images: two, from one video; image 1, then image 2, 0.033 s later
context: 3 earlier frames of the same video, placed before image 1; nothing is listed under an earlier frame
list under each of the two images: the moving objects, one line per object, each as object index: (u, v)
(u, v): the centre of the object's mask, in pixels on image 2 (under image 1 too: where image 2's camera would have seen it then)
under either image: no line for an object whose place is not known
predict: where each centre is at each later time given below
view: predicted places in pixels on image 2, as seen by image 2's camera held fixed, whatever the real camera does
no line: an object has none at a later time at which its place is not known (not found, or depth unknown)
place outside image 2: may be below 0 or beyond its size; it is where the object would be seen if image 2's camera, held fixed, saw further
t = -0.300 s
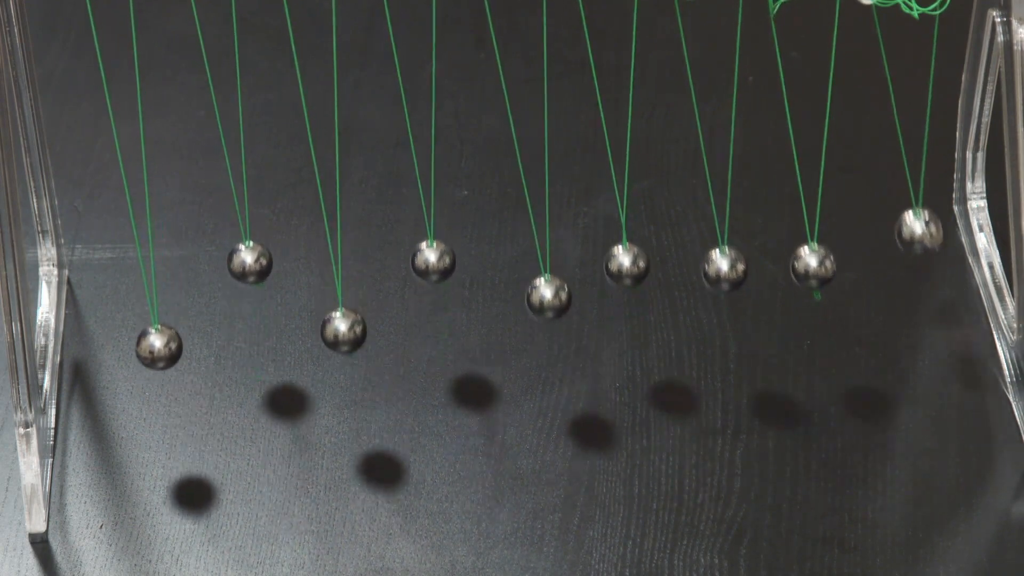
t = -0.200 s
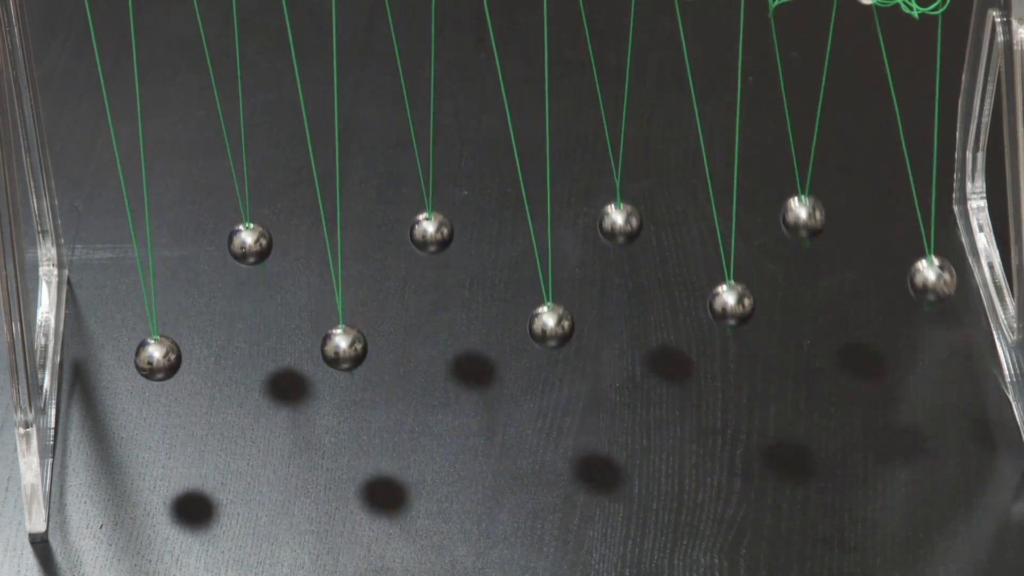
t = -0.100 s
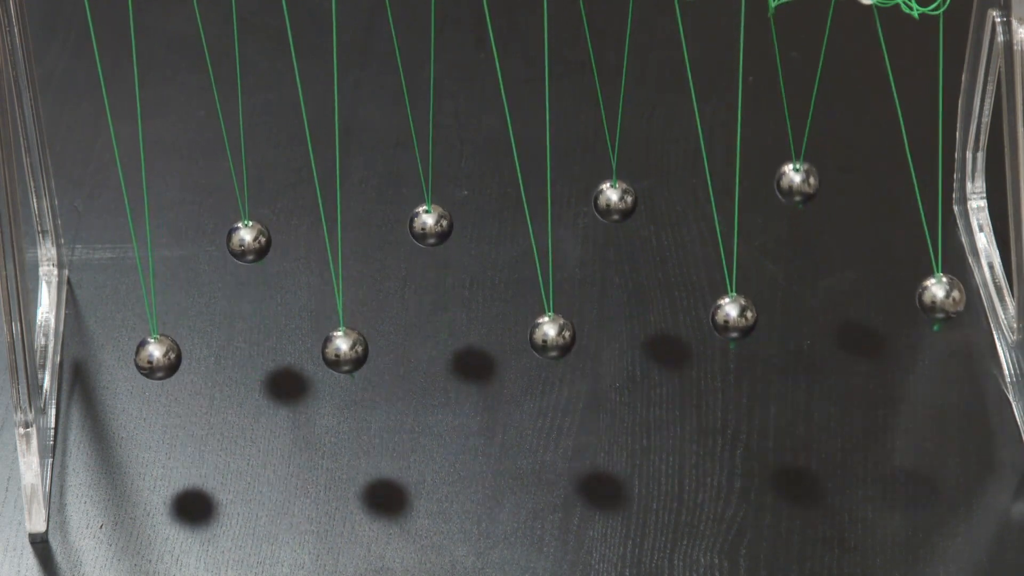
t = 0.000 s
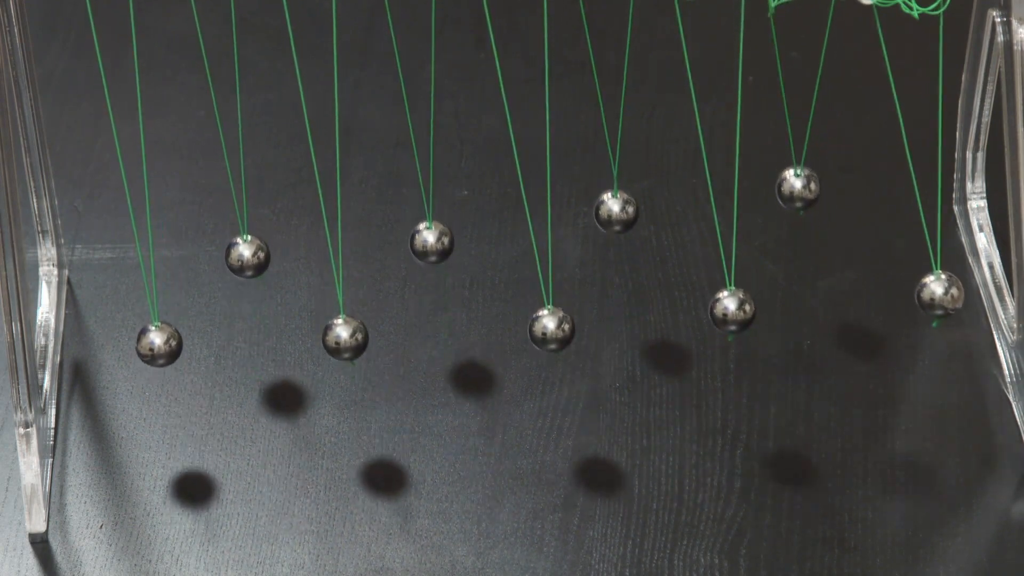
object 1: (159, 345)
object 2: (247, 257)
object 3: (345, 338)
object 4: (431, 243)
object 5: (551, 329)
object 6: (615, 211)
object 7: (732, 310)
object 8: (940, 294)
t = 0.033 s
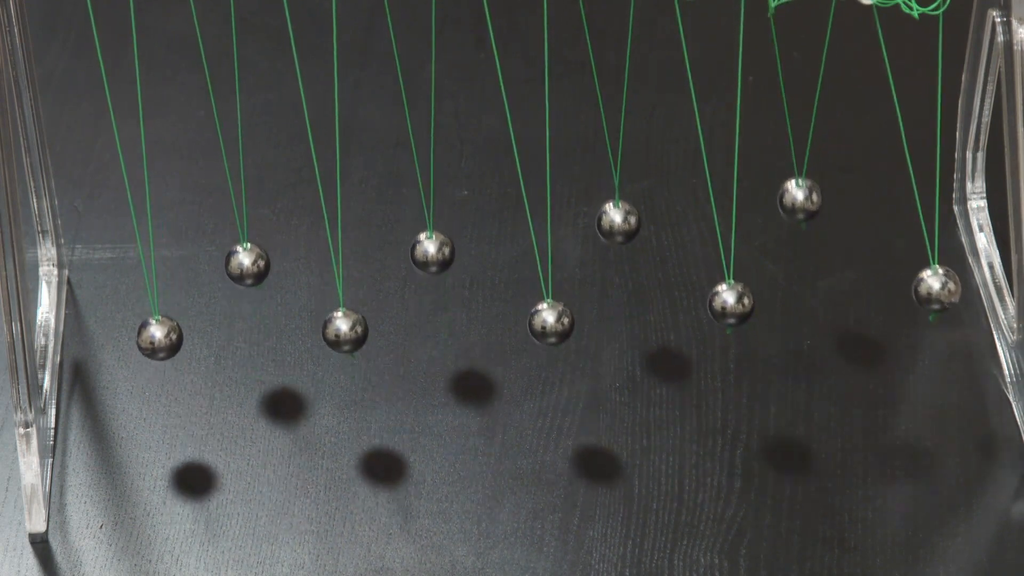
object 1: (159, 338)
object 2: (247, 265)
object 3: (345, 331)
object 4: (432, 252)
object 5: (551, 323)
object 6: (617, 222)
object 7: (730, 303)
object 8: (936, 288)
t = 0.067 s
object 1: (160, 331)
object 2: (247, 274)
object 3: (345, 322)
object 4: (433, 264)
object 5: (550, 314)
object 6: (620, 234)
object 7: (729, 294)
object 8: (933, 280)
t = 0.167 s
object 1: (162, 304)
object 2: (248, 304)
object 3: (343, 291)
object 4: (435, 301)
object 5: (547, 279)
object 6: (628, 278)
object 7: (722, 252)
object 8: (918, 234)
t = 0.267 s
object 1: (163, 277)
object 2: (248, 331)
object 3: (343, 259)
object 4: (436, 330)
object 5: (543, 240)
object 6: (632, 312)
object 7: (714, 208)
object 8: (908, 181)
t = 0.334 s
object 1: (164, 262)
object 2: (248, 344)
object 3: (342, 243)
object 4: (437, 341)
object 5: (541, 220)
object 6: (633, 324)
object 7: (711, 191)
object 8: (906, 161)
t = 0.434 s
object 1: (164, 251)
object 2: (247, 352)
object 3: (343, 235)
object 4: (437, 343)
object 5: (540, 213)
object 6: (632, 325)
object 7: (712, 195)
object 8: (908, 178)
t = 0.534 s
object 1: (164, 254)
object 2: (246, 347)
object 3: (344, 248)
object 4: (436, 330)
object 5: (542, 234)
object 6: (631, 308)
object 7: (718, 234)
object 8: (919, 232)
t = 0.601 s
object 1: (163, 264)
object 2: (246, 336)
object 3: (344, 267)
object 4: (436, 313)
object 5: (545, 259)
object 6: (628, 285)
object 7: (724, 267)
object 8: (928, 267)
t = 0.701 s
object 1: (162, 288)
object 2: (247, 312)
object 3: (344, 300)
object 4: (434, 278)
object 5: (548, 298)
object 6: (623, 243)
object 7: (731, 302)
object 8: (939, 293)
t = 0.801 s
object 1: (161, 316)
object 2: (249, 282)
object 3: (344, 330)
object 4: (432, 244)
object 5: (551, 326)
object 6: (616, 209)
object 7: (733, 316)
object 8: (941, 296)
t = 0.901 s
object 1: (160, 340)
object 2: (250, 255)
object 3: (344, 348)
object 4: (430, 227)
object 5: (552, 336)
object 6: (614, 203)
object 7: (732, 311)
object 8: (932, 278)
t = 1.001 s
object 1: (158, 355)
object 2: (249, 242)
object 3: (345, 351)
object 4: (431, 233)
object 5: (551, 328)
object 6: (618, 228)
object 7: (727, 284)
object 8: (918, 233)
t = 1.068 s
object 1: (158, 359)
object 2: (249, 242)
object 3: (345, 344)
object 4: (432, 249)
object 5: (550, 313)
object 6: (624, 256)
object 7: (722, 255)
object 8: (911, 196)
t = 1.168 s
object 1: (158, 355)
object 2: (247, 257)
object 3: (344, 323)
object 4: (434, 284)
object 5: (546, 277)
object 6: (631, 297)
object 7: (714, 211)
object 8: (906, 162)
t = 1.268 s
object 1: (159, 339)
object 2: (247, 284)
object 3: (343, 292)
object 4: (436, 318)
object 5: (543, 239)
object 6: (632, 321)
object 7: (711, 189)
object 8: (908, 180)
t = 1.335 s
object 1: (161, 323)
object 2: (248, 304)
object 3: (343, 270)
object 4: (436, 333)
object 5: (541, 220)
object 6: (632, 327)
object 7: (712, 195)
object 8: (915, 214)
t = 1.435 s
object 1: (162, 296)
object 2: (248, 331)
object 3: (342, 244)
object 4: (436, 344)
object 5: (540, 214)
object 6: (631, 319)
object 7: (718, 231)
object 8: (928, 268)
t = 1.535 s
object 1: (163, 271)
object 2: (248, 348)
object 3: (343, 236)
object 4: (436, 338)
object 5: (542, 236)
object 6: (629, 292)
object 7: (726, 277)
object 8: (939, 293)
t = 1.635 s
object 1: (164, 254)
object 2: (246, 352)
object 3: (343, 248)
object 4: (436, 316)
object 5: (546, 275)
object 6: (624, 250)
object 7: (731, 308)
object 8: (941, 296)
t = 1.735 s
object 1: (164, 251)
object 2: (245, 342)
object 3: (344, 277)
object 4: (434, 283)
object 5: (549, 311)
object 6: (617, 213)
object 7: (733, 316)
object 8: (932, 277)
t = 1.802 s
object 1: (164, 258)
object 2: (246, 329)
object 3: (343, 299)
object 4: (433, 259)
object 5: (551, 327)
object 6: (614, 203)
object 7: (732, 311)
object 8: (922, 250)
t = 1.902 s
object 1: (163, 278)
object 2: (248, 302)
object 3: (344, 329)
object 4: (431, 232)
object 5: (552, 336)
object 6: (616, 213)
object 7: (727, 286)
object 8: (911, 195)
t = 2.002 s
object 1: (162, 306)
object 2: (250, 272)
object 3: (344, 347)
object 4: (430, 227)
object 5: (551, 327)
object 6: (623, 250)
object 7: (720, 243)
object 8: (906, 163)
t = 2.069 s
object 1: (161, 324)
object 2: (250, 256)
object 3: (344, 351)
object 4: (431, 237)
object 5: (550, 311)
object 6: (628, 278)
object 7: (715, 213)
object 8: (907, 170)
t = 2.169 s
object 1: (159, 346)
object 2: (249, 242)
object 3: (345, 344)
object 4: (433, 267)
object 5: (546, 275)
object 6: (632, 311)
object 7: (711, 190)
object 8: (915, 216)
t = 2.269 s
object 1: (158, 357)
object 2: (248, 246)
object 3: (344, 324)
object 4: (435, 303)
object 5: (543, 237)
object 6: (632, 326)
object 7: (713, 203)
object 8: (929, 269)
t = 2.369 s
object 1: (158, 357)
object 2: (247, 265)
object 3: (343, 293)
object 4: (436, 331)
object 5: (540, 215)
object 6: (631, 321)
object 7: (720, 245)
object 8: (939, 293)
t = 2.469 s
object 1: (159, 345)
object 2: (248, 294)
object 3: (342, 261)
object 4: (436, 343)
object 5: (541, 220)
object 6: (629, 297)
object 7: (728, 288)
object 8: (941, 295)
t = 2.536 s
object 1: (160, 332)
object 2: (248, 314)
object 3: (342, 245)
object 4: (436, 343)
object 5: (542, 238)
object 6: (627, 272)
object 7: (731, 306)
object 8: (935, 285)
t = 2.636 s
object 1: (162, 306)
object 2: (248, 337)
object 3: (343, 236)
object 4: (436, 328)
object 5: (547, 277)
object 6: (620, 230)
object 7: (733, 316)
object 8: (922, 248)
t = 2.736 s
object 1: (163, 279)
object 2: (247, 350)
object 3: (343, 248)
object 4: (435, 299)
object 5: (549, 312)
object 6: (615, 205)
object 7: (731, 306)
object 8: (911, 195)
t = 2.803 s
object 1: (164, 265)
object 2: (246, 351)
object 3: (344, 266)
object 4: (434, 275)
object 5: (551, 327)
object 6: (614, 205)
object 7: (728, 288)
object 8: (907, 169)
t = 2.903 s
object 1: (164, 252)
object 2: (246, 342)
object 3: (344, 298)
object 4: (432, 243)
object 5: (551, 335)
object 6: (619, 229)
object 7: (720, 246)
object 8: (907, 172)
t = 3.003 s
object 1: (164, 254)
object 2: (246, 321)
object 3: (344, 328)
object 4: (430, 227)
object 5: (551, 326)
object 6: (626, 271)
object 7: (713, 205)
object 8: (915, 218)
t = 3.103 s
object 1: (163, 270)
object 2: (248, 292)
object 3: (344, 347)
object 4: (431, 235)
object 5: (548, 298)
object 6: (631, 308)
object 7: (711, 191)
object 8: (929, 270)
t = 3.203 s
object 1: (162, 295)
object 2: (250, 264)
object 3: (345, 350)
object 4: (433, 263)
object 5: (545, 260)
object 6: (632, 325)
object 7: (715, 214)
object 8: (939, 294)
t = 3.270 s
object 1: (161, 314)
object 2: (250, 250)
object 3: (345, 345)
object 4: (435, 287)
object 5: (542, 236)
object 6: (632, 325)
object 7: (720, 242)
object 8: (941, 297)
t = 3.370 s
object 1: (160, 338)
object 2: (249, 242)
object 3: (345, 324)
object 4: (436, 320)
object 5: (540, 215)
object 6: (631, 311)
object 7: (727, 286)
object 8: (935, 285)
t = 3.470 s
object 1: (158, 354)
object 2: (248, 251)
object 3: (344, 294)
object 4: (437, 339)
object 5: (541, 221)
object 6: (628, 279)
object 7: (732, 311)
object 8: (922, 247)
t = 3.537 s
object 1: (158, 358)
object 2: (247, 266)
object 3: (343, 272)
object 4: (437, 343)
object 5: (543, 240)
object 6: (624, 251)
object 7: (733, 316)
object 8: (914, 211)
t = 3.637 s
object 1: (158, 355)
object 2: (248, 294)
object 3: (342, 246)
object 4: (436, 336)
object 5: (546, 279)
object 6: (617, 215)
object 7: (731, 307)
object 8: (907, 169)
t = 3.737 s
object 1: (160, 340)
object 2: (248, 322)
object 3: (343, 237)
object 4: (436, 313)
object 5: (550, 313)
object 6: (614, 204)
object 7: (726, 278)
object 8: (907, 173)
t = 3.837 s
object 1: (161, 316)
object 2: (248, 343)
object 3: (344, 248)
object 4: (434, 280)
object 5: (551, 332)
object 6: (618, 224)
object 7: (718, 234)
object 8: (916, 219)
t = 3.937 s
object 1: (162, 289)
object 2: (247, 351)
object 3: (344, 276)
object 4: (432, 247)
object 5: (551, 333)
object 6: (625, 264)
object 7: (712, 198)
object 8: (929, 271)
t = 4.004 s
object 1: (163, 273)
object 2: (246, 349)
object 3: (344, 297)
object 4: (431, 232)
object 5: (551, 325)
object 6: (630, 291)
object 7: (711, 191)
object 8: (936, 289)
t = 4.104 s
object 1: (164, 255)
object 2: (246, 336)
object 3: (343, 327)
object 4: (430, 229)
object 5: (548, 297)
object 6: (632, 318)
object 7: (714, 212)
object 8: (940, 296)
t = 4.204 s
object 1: (164, 252)
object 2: (247, 312)
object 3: (344, 346)
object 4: (432, 249)
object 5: (545, 258)
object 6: (632, 326)
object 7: (722, 255)
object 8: (934, 284)
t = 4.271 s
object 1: (164, 258)
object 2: (248, 292)
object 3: (344, 350)
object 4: (433, 271)
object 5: (542, 235)
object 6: (631, 320)
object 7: (727, 283)
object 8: (926, 261)
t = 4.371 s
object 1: (163, 277)
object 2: (250, 265)
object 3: (345, 344)
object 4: (435, 306)
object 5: (540, 215)
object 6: (629, 297)
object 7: (732, 309)
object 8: (913, 210)
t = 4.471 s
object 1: (162, 304)
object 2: (250, 246)
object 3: (345, 325)
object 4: (436, 332)
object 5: (541, 223)
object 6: (625, 257)
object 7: (733, 315)
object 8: (907, 169)
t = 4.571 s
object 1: (160, 330)
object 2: (249, 244)
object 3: (343, 295)
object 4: (437, 343)
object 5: (544, 254)
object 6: (618, 220)
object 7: (730, 301)
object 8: (907, 175)
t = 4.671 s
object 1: (159, 349)
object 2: (247, 258)
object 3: (343, 263)
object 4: (436, 338)
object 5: (548, 293)
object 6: (614, 204)
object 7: (724, 266)
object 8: (916, 222)
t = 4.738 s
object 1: (158, 356)
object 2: (247, 275)
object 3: (342, 247)
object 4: (436, 325)
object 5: (550, 315)
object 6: (615, 211)
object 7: (719, 237)
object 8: (925, 258)
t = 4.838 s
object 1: (158, 357)
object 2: (248, 304)
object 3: (343, 238)
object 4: (435, 296)
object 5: (551, 333)
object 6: (622, 244)
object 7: (712, 200)
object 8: (936, 290)
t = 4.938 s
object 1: (159, 346)
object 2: (248, 330)
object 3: (343, 248)
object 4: (433, 261)
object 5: (551, 333)
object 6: (629, 285)
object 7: (711, 195)
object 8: (940, 296)
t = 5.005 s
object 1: (160, 334)
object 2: (248, 343)
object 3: (344, 265)
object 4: (432, 242)
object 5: (550, 324)
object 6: (631, 307)
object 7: (714, 211)
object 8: (937, 290)
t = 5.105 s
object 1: (162, 308)
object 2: (247, 351)
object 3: (344, 297)
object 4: (430, 228)
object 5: (548, 295)
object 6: (632, 324)
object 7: (721, 253)
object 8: (925, 260)
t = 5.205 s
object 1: (163, 282)
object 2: (246, 346)
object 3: (344, 327)
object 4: (431, 238)
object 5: (544, 257)
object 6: (631, 322)
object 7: (729, 293)
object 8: (913, 209)
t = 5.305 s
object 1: (164, 261)
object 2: (246, 329)
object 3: (344, 345)
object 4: (433, 267)
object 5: (541, 225)
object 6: (630, 301)
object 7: (732, 313)
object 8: (907, 170)
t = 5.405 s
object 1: (164, 252)
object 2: (248, 302)
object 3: (345, 350)
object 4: (435, 302)
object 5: (540, 215)
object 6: (626, 264)
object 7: (732, 313)
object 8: (908, 177)
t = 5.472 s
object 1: (164, 254)
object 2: (249, 283)
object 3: (345, 344)
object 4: (436, 322)
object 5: (541, 225)
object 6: (621, 238)
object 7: (730, 302)
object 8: (913, 206)
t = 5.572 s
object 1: (163, 269)
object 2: (250, 257)
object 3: (345, 325)
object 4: (436, 340)
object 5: (544, 256)
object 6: (616, 209)
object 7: (724, 269)
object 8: (926, 259)
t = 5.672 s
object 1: (162, 294)
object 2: (249, 244)
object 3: (343, 296)
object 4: (436, 342)
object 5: (548, 295)
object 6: (615, 209)
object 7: (717, 225)
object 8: (936, 290)
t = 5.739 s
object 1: (161, 312)
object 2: (248, 244)
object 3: (343, 274)
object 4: (436, 334)
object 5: (550, 316)
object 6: (618, 226)
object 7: (713, 203)
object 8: (940, 295)
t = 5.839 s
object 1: (160, 336)
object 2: (247, 258)
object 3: (343, 248)
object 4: (436, 311)
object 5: (551, 332)
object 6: (626, 265)
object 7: (712, 195)
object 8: (937, 289)
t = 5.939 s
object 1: (158, 353)
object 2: (247, 285)
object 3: (343, 238)
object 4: (434, 277)
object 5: (551, 332)
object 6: (631, 302)
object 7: (716, 221)
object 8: (925, 258)
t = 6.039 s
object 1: (158, 358)
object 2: (248, 313)
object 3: (343, 248)
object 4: (432, 245)
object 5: (550, 314)
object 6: (632, 322)
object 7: (724, 265)
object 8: (913, 207)
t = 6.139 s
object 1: (158, 351)
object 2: (248, 337)
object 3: (344, 274)
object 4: (430, 229)
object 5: (547, 281)
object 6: (631, 323)
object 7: (730, 300)
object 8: (907, 170)
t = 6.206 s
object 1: (159, 341)
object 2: (248, 346)
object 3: (344, 296)
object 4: (431, 231)
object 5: (544, 255)
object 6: (631, 314)
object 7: (732, 312)
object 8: (907, 170)
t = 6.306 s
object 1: (161, 318)
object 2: (246, 350)
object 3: (344, 326)
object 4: (432, 252)
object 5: (541, 224)
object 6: (628, 284)
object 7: (732, 313)
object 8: (914, 208)
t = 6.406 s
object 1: (162, 291)
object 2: (246, 341)
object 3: (344, 345)
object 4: (434, 286)
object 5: (540, 216)
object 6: (623, 244)
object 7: (729, 294)
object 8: (926, 260)
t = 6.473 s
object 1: (163, 275)
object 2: (246, 329)
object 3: (344, 350)
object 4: (436, 309)
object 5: (541, 227)
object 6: (618, 221)
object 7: (725, 271)
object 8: (933, 283)
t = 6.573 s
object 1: (164, 257)
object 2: (248, 302)
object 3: (345, 344)
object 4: (436, 333)
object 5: (545, 259)
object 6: (615, 206)
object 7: (717, 228)
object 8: (940, 295)
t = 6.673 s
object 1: (164, 252)
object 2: (250, 274)
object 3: (345, 326)
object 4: (436, 342)
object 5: (548, 297)
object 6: (617, 221)
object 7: (712, 198)
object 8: (936, 288)
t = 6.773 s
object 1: (164, 262)
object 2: (250, 252)
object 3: (343, 296)
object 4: (436, 336)
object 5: (551, 324)
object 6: (625, 259)
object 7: (712, 200)
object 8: (924, 257)
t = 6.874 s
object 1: (163, 284)
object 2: (249, 244)
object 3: (343, 266)
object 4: (435, 314)
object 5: (551, 334)
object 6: (630, 297)
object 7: (718, 233)
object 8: (913, 206)
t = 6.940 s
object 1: (162, 302)
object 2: (248, 248)
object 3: (343, 249)
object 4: (435, 293)
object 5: (551, 331)
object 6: (632, 314)
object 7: (723, 263)
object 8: (908, 179)
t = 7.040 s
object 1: (160, 328)
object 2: (247, 267)
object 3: (343, 238)
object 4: (433, 259)
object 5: (550, 312)
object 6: (631, 325)
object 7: (730, 298)
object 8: (907, 172)
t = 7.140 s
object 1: (159, 347)
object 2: (248, 294)
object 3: (343, 248)
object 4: (431, 234)
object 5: (547, 279)
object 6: (631, 317)
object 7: (733, 314)
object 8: (914, 210)
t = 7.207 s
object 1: (158, 355)
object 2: (248, 313)
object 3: (344, 264)
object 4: (431, 229)
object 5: (544, 253)
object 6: (630, 301)
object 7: (732, 313)
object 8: (922, 246)
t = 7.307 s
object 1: (158, 357)
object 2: (248, 337)
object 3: (344, 295)
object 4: (431, 241)
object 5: (541, 224)
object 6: (625, 264)
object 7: (729, 296)
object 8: (934, 284)
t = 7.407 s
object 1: (159, 347)
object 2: (247, 349)
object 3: (344, 325)
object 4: (433, 270)
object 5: (540, 218)
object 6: (619, 226)
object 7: (723, 259)
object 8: (940, 295)
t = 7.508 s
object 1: (160, 327)
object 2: (246, 348)
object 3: (344, 344)
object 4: (435, 304)
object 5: (543, 238)
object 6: (615, 207)
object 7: (715, 217)
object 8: (936, 288)
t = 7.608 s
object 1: (162, 301)
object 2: (246, 335)
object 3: (345, 349)
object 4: (436, 331)
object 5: (546, 274)
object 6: (617, 218)
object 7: (712, 196)
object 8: (924, 255)
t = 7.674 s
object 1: (163, 284)
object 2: (246, 320)
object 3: (345, 344)
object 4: (436, 340)
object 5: (548, 299)
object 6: (621, 240)
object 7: (713, 199)
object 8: (916, 221)
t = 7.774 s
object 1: (164, 263)
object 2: (248, 293)
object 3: (345, 326)
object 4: (437, 340)
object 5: (550, 325)
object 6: (627, 280)
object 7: (718, 231)
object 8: (908, 178)
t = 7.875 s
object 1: (164, 253)
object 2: (250, 265)
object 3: (344, 297)
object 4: (436, 326)
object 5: (551, 334)
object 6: (632, 311)
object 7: (725, 274)
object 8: (907, 173)
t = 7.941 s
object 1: (164, 254)
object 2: (250, 252)
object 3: (343, 276)
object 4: (435, 308)
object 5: (551, 330)
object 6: (632, 322)
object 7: (730, 297)
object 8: (911, 196)
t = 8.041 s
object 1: (163, 268)
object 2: (249, 244)
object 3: (343, 250)
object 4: (434, 274)
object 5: (549, 311)
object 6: (631, 323)
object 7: (732, 313)
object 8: (923, 248)
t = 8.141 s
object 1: (162, 291)
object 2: (248, 253)
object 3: (343, 239)
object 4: (432, 244)
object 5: (546, 276)
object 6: (630, 305)
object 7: (732, 310)
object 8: (934, 284)
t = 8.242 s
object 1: (161, 318)
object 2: (247, 275)
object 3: (343, 248)
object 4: (431, 230)
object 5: (543, 240)
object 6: (627, 270)
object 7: (727, 287)
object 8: (940, 295)
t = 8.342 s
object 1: (160, 341)
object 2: (248, 304)
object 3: (344, 273)
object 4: (431, 238)
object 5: (541, 219)
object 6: (620, 231)
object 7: (721, 247)
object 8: (935, 286)
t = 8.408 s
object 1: (159, 351)
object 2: (248, 322)
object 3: (344, 294)
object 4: (432, 255)
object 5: (541, 219)
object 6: (617, 214)
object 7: (716, 219)
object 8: (928, 267)
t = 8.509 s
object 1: (158, 357)
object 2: (248, 341)
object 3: (344, 324)
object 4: (435, 289)
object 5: (543, 240)
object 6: (615, 209)
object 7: (712, 196)
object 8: (916, 220)
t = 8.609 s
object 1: (159, 352)
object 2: (247, 349)
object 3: (344, 343)
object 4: (436, 320)
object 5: (547, 276)
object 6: (620, 234)
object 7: (714, 206)
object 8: (908, 178)
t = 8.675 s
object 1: (159, 342)
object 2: (246, 348)
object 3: (344, 348)
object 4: (436, 334)
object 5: (548, 300)
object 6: (625, 260)
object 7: (717, 230)
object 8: (907, 170)
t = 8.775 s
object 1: (161, 320)
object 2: (246, 335)
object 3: (345, 344)
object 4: (437, 341)
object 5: (551, 325)
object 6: (630, 297)
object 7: (725, 272)
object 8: (912, 198)
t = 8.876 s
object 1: (162, 294)
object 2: (247, 312)
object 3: (345, 326)
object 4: (436, 334)
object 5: (551, 333)
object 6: (632, 319)
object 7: (731, 303)
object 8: (923, 249)
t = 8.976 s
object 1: (163, 270)
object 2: (249, 284)
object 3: (344, 298)
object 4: (436, 311)
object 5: (551, 324)
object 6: (631, 323)
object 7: (733, 314)
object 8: (934, 285)
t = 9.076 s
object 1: (164, 255)
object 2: (250, 258)
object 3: (343, 268)
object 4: (434, 279)
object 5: (548, 299)
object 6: (630, 309)
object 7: (731, 305)
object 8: (940, 295)
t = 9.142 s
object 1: (164, 253)
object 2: (250, 248)
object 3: (343, 251)
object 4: (433, 257)
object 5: (546, 275)
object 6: (628, 289)
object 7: (728, 289)
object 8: (938, 291)
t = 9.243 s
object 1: (164, 262)
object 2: (249, 246)
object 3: (343, 240)
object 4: (431, 234)
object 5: (543, 239)
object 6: (624, 250)
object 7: (721, 250)
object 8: (927, 266)
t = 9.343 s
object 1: (163, 282)
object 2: (248, 260)
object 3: (343, 248)
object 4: (431, 232)
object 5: (541, 219)
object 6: (618, 217)
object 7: (714, 211)
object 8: (916, 218)
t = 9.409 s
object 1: (162, 300)
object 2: (247, 276)
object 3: (344, 263)
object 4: (432, 244)
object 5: (541, 220)
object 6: (615, 208)
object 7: (712, 197)
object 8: (910, 188)
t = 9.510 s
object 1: (161, 326)
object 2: (248, 304)
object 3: (344, 293)
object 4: (434, 273)
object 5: (543, 242)
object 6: (617, 219)
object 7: (714, 206)
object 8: (907, 171)
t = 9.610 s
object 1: (159, 346)
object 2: (248, 329)
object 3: (344, 323)
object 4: (435, 307)
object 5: (546, 278)
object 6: (623, 253)
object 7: (719, 241)
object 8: (912, 200)
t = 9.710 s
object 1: (158, 356)
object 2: (248, 345)
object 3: (344, 342)
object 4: (436, 331)
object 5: (549, 311)
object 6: (629, 291)
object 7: (727, 283)
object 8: (923, 251)
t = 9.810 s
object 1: (158, 355)
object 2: (246, 349)
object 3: (345, 348)
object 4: (437, 341)
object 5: (551, 330)
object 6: (632, 316)
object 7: (731, 308)
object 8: (935, 286)
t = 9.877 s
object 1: (159, 347)
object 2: (246, 344)
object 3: (345, 344)
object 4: (436, 339)
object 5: (551, 333)
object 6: (632, 323)
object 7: (732, 313)
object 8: (939, 294)
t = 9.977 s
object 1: (160, 328)
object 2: (246, 328)
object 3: (345, 327)
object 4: (436, 323)
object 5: (551, 323)
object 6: (631, 318)
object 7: (731, 306)
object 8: (937, 290)
